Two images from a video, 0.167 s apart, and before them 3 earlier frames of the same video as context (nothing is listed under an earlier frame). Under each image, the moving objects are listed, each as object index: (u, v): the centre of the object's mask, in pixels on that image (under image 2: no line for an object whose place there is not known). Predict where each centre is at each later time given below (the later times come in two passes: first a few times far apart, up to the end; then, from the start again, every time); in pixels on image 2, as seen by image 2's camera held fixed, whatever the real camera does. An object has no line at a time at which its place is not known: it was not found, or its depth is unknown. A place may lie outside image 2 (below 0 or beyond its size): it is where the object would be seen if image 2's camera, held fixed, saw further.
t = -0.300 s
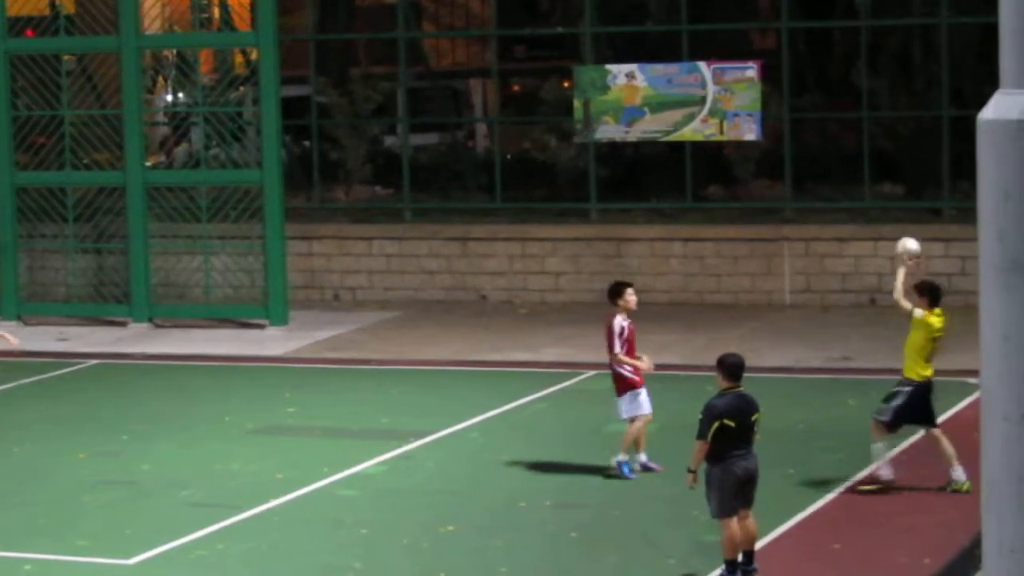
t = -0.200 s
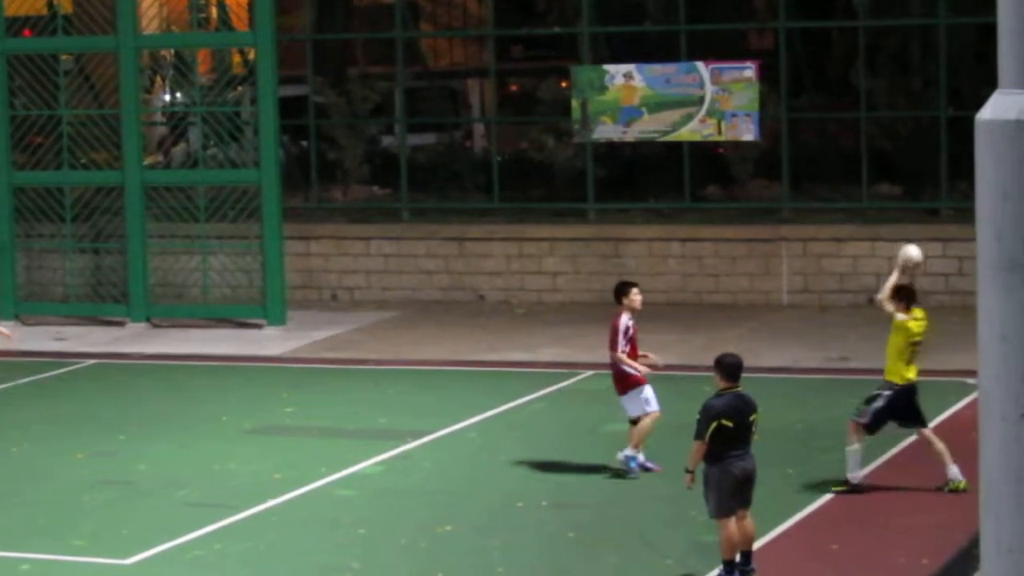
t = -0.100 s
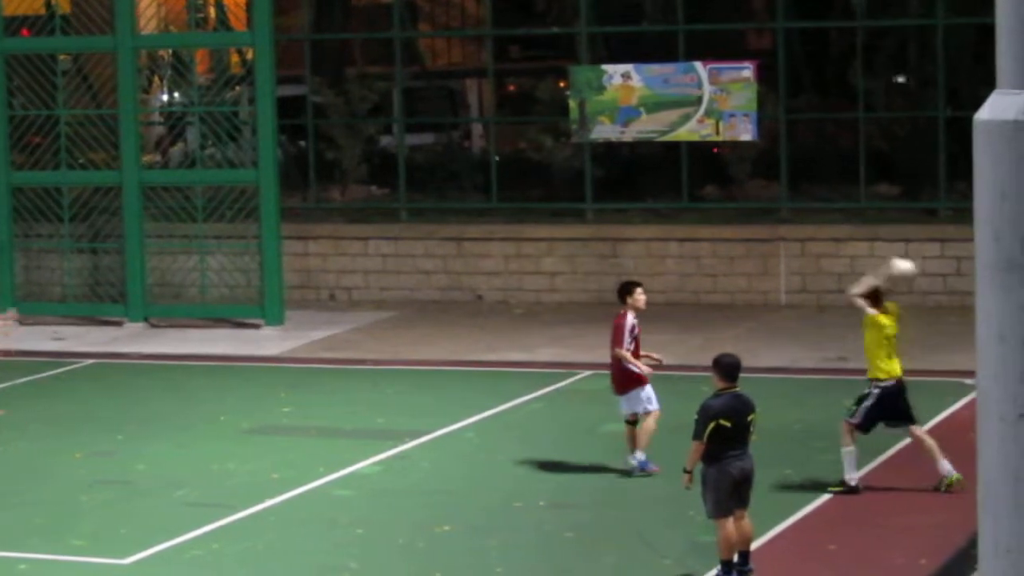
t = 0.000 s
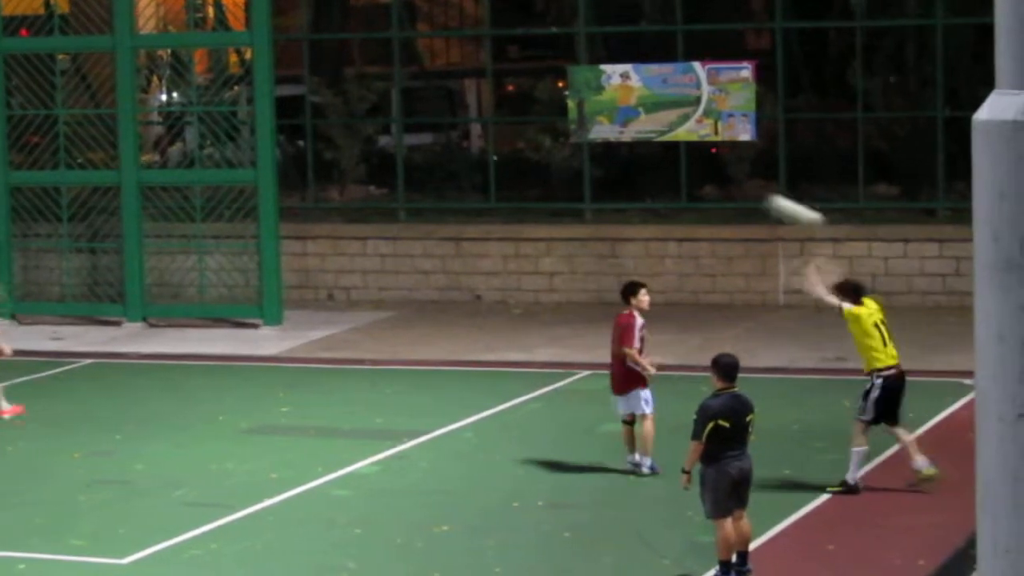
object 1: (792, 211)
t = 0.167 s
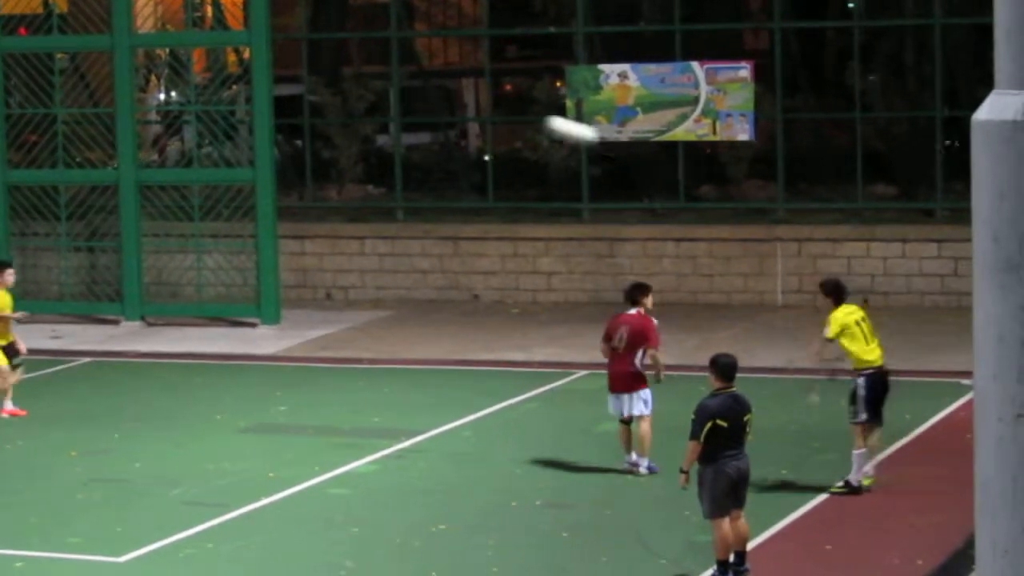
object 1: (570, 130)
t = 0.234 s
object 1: (488, 109)
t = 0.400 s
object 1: (293, 79)
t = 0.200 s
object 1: (530, 119)
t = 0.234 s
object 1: (488, 109)
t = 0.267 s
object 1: (448, 101)
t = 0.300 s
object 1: (409, 94)
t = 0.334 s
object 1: (369, 88)
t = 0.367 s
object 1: (331, 83)
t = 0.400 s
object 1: (293, 79)
